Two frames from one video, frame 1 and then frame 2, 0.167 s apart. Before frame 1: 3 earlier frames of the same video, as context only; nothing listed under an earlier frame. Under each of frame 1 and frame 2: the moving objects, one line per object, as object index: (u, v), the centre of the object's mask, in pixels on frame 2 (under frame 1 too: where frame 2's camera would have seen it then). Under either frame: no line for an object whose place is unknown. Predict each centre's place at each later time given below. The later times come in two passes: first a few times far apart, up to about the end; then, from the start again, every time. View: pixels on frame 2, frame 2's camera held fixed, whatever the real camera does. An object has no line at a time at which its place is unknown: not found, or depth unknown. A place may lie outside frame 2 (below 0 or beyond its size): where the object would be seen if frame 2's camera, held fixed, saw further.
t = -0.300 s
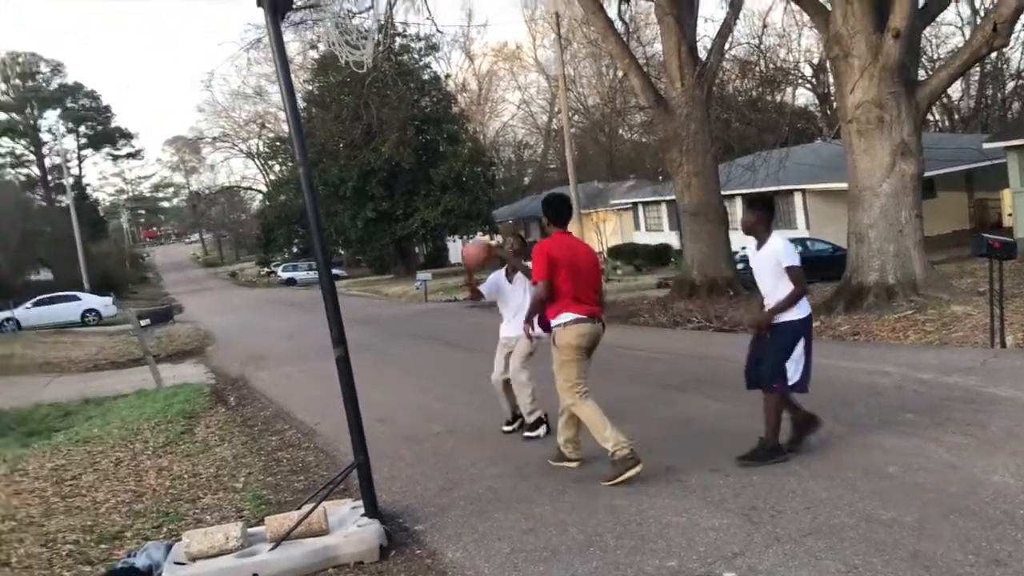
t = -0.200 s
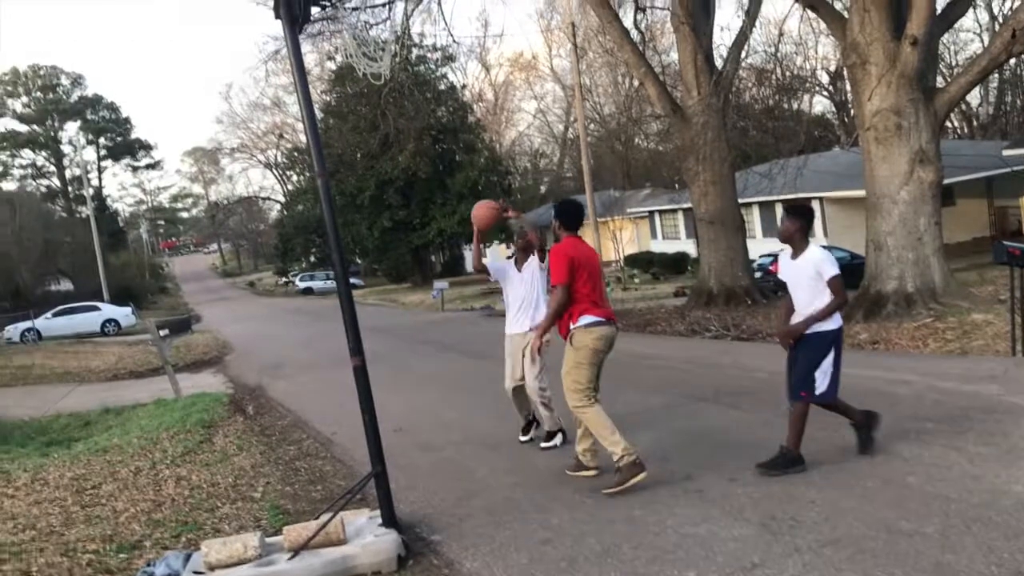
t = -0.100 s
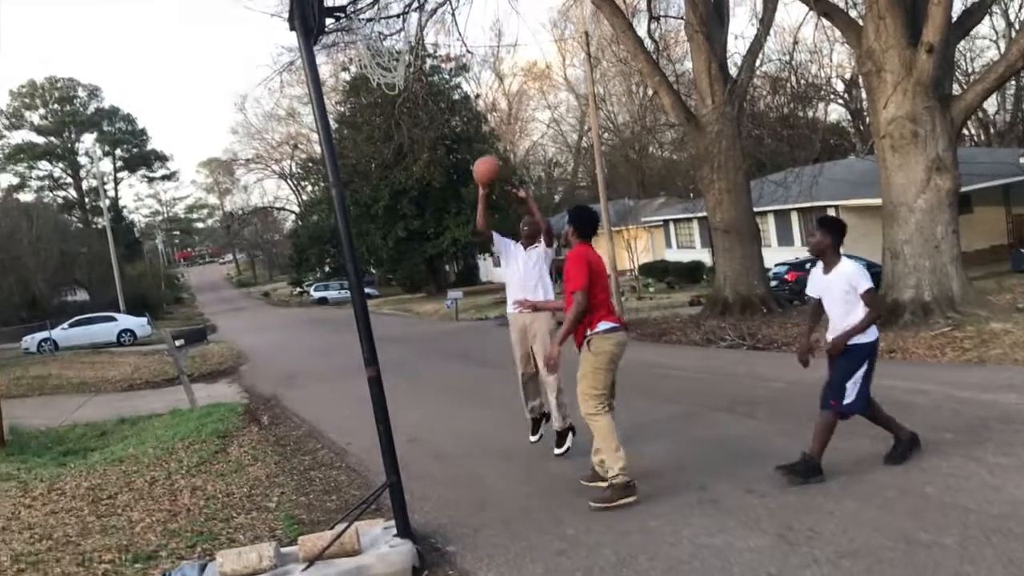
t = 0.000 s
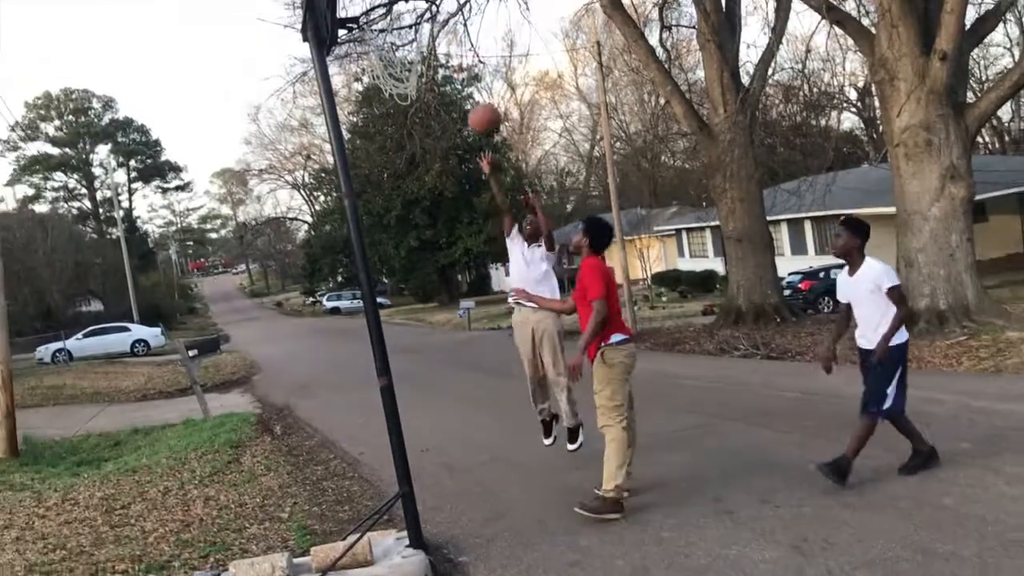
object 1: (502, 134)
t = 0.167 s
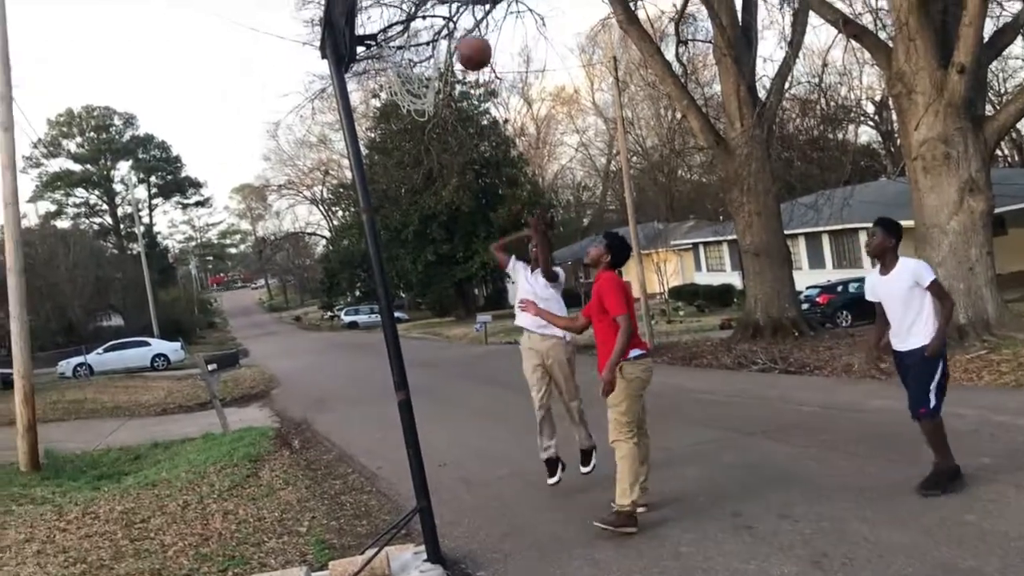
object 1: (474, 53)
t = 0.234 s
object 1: (465, 29)
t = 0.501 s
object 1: (426, -4)
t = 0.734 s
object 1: (398, 50)
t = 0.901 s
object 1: (432, 105)
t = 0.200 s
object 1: (469, 40)
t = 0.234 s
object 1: (465, 29)
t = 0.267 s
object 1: (459, 18)
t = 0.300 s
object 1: (453, 9)
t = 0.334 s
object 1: (449, 4)
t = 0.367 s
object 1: (443, 1)
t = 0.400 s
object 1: (439, -3)
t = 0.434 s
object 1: (434, -5)
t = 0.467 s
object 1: (431, -5)
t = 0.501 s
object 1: (426, -4)
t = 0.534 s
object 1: (423, -3)
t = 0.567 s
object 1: (419, 2)
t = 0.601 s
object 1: (416, 10)
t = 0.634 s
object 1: (410, 19)
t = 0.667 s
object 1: (403, 28)
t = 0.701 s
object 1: (397, 39)
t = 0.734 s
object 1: (398, 50)
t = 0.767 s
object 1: (404, 60)
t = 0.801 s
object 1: (411, 71)
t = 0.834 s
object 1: (417, 83)
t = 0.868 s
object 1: (427, 94)
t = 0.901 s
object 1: (432, 105)
